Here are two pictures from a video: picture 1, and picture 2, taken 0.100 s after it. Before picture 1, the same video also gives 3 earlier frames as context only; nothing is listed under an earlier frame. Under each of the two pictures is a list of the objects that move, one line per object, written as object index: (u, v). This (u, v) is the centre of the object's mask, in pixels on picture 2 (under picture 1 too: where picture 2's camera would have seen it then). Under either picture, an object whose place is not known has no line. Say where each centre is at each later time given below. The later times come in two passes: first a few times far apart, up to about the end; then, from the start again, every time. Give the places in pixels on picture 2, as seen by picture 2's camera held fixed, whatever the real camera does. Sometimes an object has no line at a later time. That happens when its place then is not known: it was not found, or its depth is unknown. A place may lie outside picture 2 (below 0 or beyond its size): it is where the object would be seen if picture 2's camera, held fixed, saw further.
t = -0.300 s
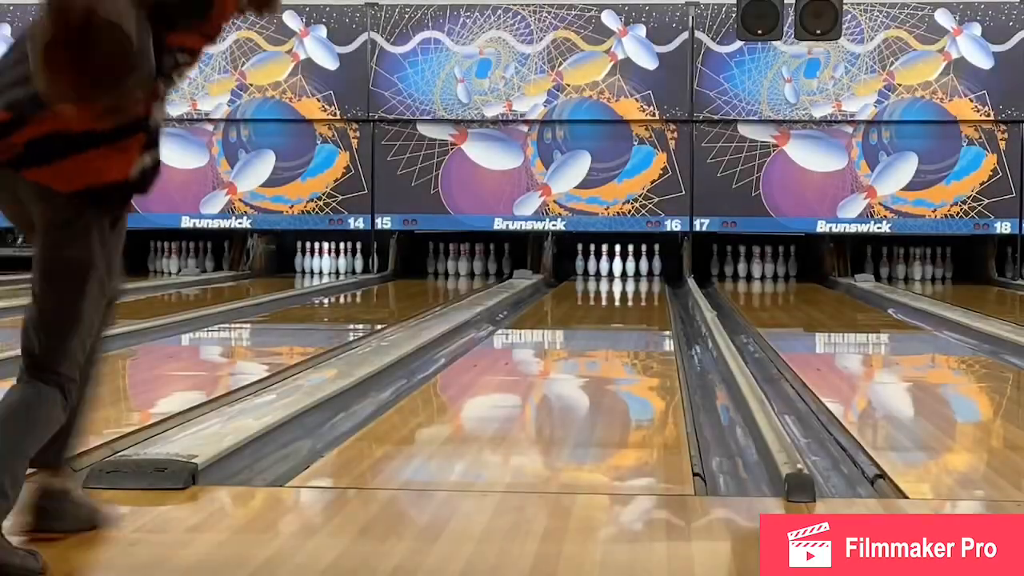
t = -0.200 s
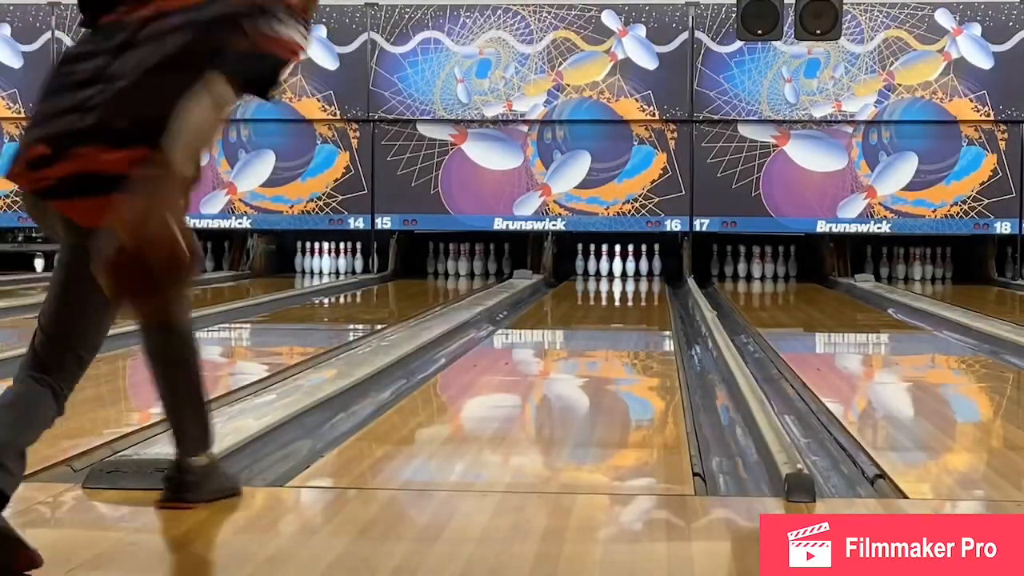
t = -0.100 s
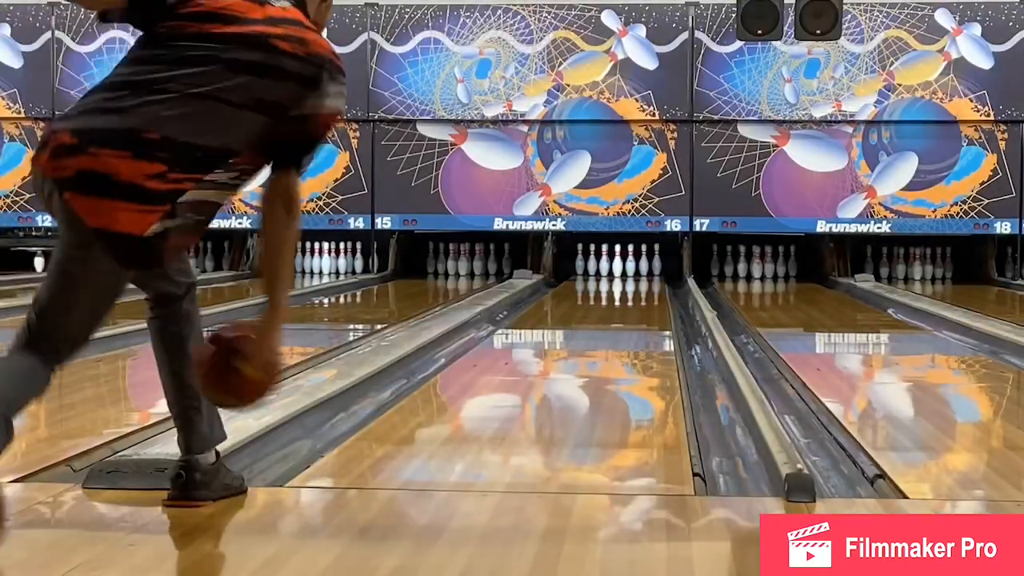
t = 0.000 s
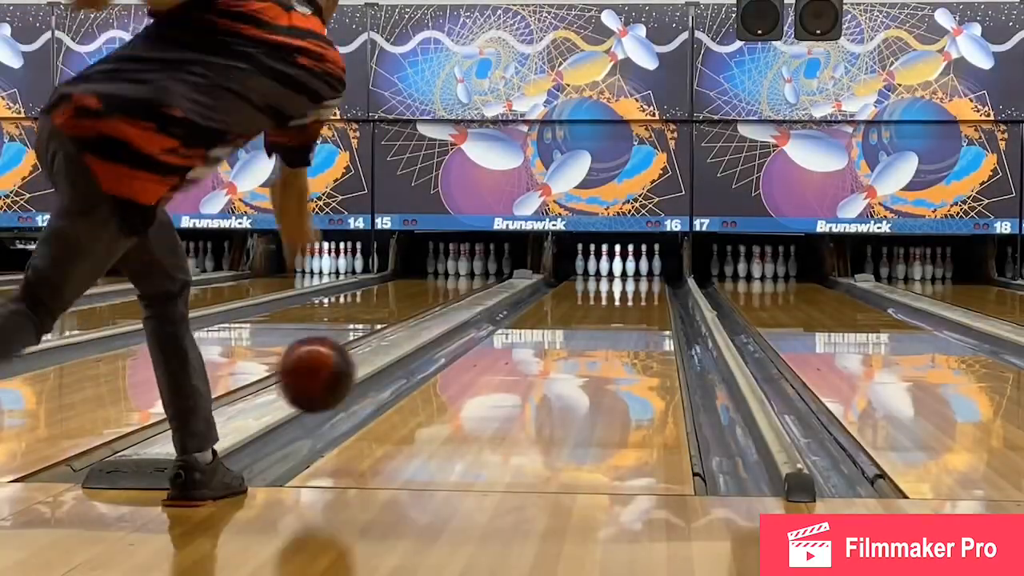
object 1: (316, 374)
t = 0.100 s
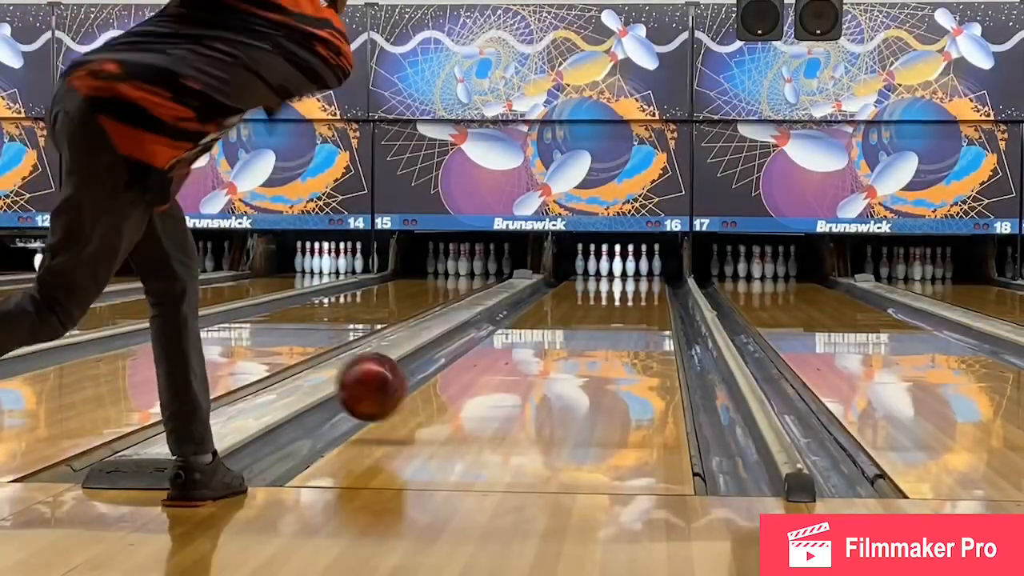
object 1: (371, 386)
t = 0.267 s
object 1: (439, 378)
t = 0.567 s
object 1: (515, 343)
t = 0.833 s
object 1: (558, 322)
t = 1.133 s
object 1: (591, 305)
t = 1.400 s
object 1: (610, 295)
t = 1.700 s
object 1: (626, 285)
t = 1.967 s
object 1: (634, 279)
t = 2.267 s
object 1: (636, 273)
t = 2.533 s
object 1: (629, 270)
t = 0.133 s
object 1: (387, 397)
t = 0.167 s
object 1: (402, 395)
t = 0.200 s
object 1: (414, 389)
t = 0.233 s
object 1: (427, 383)
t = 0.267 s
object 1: (439, 378)
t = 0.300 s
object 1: (450, 373)
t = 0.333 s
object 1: (460, 368)
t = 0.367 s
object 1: (470, 363)
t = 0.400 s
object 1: (478, 360)
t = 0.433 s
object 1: (486, 355)
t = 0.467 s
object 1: (494, 352)
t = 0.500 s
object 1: (501, 349)
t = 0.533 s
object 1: (508, 345)
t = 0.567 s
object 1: (515, 343)
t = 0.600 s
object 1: (521, 340)
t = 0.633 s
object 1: (527, 337)
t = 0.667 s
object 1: (533, 334)
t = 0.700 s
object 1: (538, 331)
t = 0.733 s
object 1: (544, 328)
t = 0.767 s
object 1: (548, 326)
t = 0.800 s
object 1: (553, 324)
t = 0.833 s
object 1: (558, 322)
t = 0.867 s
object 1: (562, 320)
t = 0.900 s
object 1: (566, 317)
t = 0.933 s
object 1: (570, 316)
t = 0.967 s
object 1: (574, 314)
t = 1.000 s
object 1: (577, 312)
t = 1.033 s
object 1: (580, 310)
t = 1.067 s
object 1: (584, 309)
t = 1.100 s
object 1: (587, 308)
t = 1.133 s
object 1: (591, 305)
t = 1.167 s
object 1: (593, 304)
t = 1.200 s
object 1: (596, 303)
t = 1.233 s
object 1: (598, 302)
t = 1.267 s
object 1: (601, 300)
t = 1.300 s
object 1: (604, 298)
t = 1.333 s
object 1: (605, 297)
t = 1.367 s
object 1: (608, 296)
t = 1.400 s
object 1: (610, 295)
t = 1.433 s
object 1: (612, 294)
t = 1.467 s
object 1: (614, 293)
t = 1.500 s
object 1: (615, 291)
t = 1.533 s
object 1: (618, 291)
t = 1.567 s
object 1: (621, 289)
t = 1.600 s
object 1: (622, 288)
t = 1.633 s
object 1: (623, 288)
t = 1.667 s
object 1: (625, 286)
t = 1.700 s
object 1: (626, 285)
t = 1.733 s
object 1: (627, 284)
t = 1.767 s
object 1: (629, 284)
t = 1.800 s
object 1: (630, 283)
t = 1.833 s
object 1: (631, 282)
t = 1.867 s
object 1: (633, 281)
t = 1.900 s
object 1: (633, 281)
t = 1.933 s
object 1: (633, 280)
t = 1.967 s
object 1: (634, 279)
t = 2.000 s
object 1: (635, 278)
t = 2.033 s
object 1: (635, 278)
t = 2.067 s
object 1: (635, 277)
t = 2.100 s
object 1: (636, 276)
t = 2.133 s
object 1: (636, 276)
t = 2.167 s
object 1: (636, 275)
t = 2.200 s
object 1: (637, 274)
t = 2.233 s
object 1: (637, 274)
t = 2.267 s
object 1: (636, 273)
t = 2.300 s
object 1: (636, 273)
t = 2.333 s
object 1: (635, 272)
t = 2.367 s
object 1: (635, 272)
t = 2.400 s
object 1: (634, 271)
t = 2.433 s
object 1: (633, 271)
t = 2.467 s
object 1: (632, 270)
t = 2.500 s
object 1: (630, 270)
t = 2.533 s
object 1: (629, 270)
